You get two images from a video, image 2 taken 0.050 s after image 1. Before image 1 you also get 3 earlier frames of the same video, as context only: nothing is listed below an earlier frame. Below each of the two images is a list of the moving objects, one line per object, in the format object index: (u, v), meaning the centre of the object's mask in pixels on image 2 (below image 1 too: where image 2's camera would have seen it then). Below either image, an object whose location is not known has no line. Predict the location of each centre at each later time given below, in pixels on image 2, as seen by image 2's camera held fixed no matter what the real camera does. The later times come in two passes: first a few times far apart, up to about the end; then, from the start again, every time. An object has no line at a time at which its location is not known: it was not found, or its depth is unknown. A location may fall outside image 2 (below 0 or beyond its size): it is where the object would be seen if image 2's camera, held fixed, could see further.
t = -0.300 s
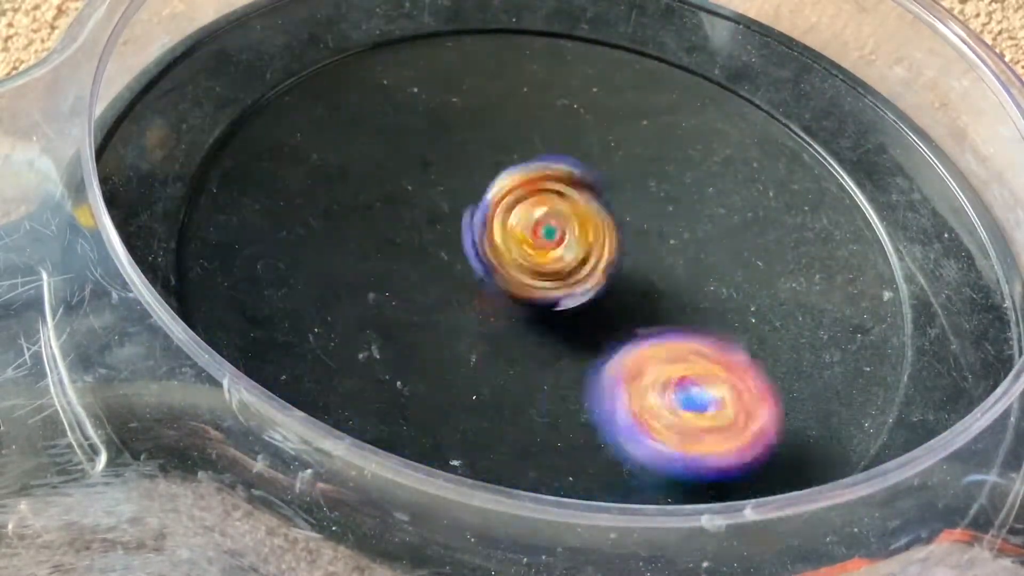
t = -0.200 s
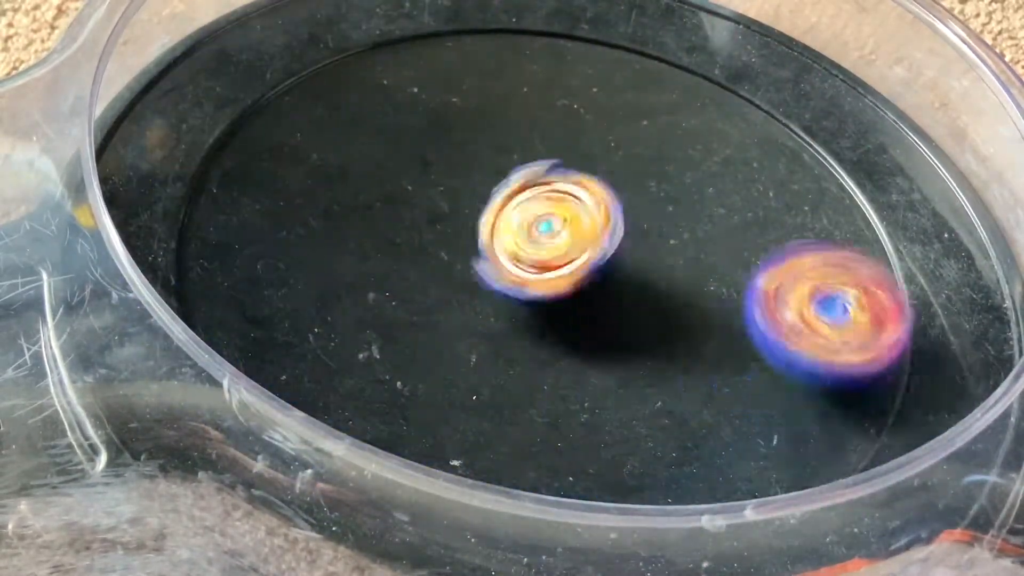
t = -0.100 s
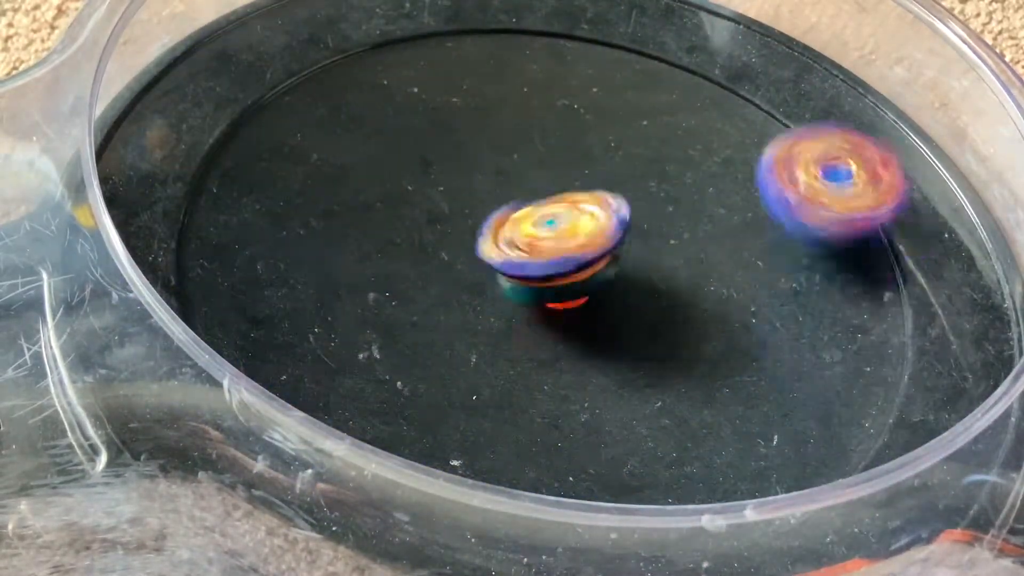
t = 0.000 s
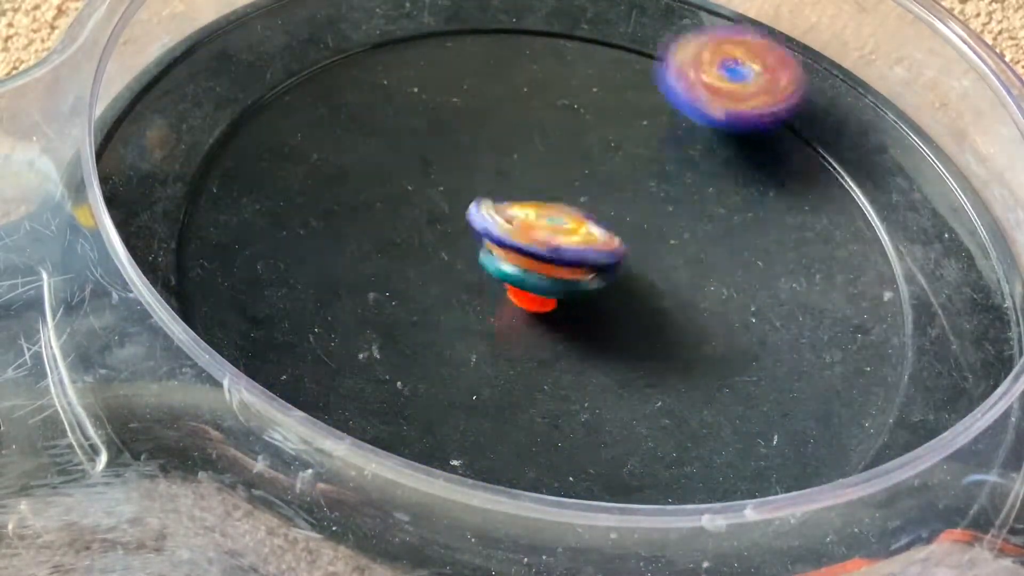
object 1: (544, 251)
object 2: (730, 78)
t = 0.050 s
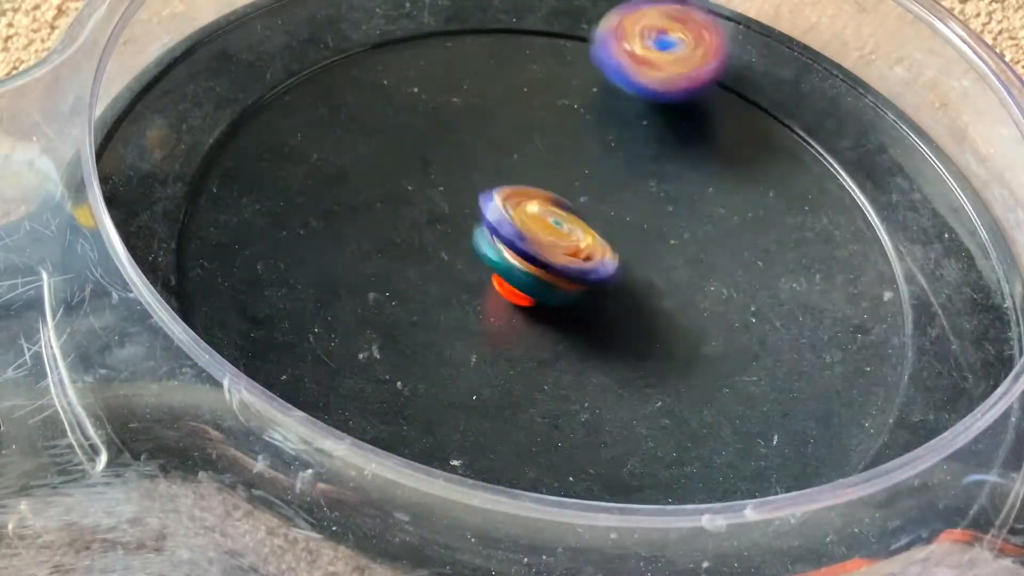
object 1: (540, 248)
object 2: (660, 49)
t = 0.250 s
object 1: (538, 233)
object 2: (396, 90)
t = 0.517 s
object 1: (532, 244)
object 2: (415, 347)
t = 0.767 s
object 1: (540, 242)
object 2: (692, 392)
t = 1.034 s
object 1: (542, 246)
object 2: (741, 236)
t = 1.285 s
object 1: (528, 252)
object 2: (551, 129)
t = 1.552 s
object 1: (529, 233)
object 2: (355, 177)
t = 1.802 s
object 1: (538, 242)
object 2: (401, 314)
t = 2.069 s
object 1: (536, 246)
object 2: (635, 335)
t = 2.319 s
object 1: (531, 251)
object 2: (695, 216)
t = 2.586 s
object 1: (533, 252)
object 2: (576, 136)
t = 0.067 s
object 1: (539, 245)
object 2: (636, 45)
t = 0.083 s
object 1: (540, 244)
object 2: (612, 42)
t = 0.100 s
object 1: (540, 242)
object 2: (586, 41)
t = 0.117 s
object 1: (540, 240)
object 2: (561, 40)
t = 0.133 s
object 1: (539, 238)
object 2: (535, 41)
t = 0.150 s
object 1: (539, 234)
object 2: (512, 44)
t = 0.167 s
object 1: (540, 233)
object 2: (490, 47)
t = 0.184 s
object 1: (539, 231)
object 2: (467, 51)
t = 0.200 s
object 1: (539, 232)
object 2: (447, 57)
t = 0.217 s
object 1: (538, 231)
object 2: (429, 67)
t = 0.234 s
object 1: (538, 233)
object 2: (412, 78)
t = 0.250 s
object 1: (538, 233)
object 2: (396, 90)
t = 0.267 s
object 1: (539, 234)
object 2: (381, 104)
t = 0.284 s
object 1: (538, 233)
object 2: (370, 120)
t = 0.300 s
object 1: (538, 234)
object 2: (360, 137)
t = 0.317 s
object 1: (540, 233)
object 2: (352, 151)
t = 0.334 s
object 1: (542, 235)
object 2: (344, 168)
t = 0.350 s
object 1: (545, 235)
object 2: (339, 186)
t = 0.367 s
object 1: (546, 239)
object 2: (336, 205)
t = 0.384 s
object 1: (543, 242)
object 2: (336, 225)
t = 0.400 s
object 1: (543, 244)
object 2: (339, 244)
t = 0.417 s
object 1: (542, 246)
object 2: (345, 261)
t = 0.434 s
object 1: (541, 248)
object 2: (354, 278)
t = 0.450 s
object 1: (538, 248)
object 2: (363, 291)
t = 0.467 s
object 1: (535, 247)
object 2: (374, 306)
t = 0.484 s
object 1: (536, 247)
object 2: (383, 319)
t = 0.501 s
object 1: (534, 246)
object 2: (399, 335)
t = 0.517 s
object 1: (532, 244)
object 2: (415, 347)
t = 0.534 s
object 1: (532, 242)
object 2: (434, 360)
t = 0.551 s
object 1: (531, 241)
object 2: (453, 373)
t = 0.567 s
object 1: (531, 241)
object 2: (472, 382)
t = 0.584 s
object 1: (533, 241)
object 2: (489, 386)
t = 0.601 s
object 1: (532, 242)
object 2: (506, 393)
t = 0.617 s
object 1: (534, 240)
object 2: (526, 399)
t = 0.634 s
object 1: (535, 239)
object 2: (548, 404)
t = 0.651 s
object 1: (535, 239)
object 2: (569, 407)
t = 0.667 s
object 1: (536, 240)
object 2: (590, 409)
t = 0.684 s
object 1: (538, 241)
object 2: (608, 408)
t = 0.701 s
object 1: (538, 241)
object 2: (625, 407)
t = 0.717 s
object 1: (537, 242)
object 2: (642, 404)
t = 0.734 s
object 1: (536, 241)
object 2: (660, 401)
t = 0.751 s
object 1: (536, 240)
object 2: (676, 397)
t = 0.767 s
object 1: (540, 242)
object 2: (692, 392)
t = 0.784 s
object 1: (542, 241)
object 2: (703, 386)
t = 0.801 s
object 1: (543, 242)
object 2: (715, 379)
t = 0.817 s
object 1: (544, 247)
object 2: (724, 371)
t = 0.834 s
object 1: (546, 249)
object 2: (733, 363)
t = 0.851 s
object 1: (546, 251)
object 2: (742, 355)
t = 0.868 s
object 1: (546, 252)
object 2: (749, 346)
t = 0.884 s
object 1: (544, 252)
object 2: (753, 338)
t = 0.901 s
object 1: (541, 252)
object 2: (756, 325)
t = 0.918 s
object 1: (541, 251)
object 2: (759, 315)
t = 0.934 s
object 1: (544, 252)
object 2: (760, 304)
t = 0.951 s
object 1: (543, 250)
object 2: (761, 293)
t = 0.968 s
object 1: (542, 249)
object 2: (761, 283)
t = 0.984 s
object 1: (543, 247)
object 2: (759, 272)
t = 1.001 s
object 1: (542, 247)
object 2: (753, 260)
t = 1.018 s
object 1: (543, 247)
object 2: (749, 248)
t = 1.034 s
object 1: (542, 246)
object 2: (741, 236)
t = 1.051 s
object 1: (540, 246)
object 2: (734, 226)
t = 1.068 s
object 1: (538, 247)
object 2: (727, 218)
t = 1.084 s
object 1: (536, 245)
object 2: (716, 207)
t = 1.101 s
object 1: (534, 244)
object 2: (705, 195)
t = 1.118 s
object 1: (531, 243)
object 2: (695, 186)
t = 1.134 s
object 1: (530, 241)
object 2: (682, 177)
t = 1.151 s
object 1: (528, 240)
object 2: (669, 170)
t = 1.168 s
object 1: (529, 243)
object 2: (657, 164)
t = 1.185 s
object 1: (527, 244)
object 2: (642, 156)
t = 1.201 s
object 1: (528, 248)
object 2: (628, 150)
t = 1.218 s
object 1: (528, 250)
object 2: (612, 144)
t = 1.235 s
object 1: (530, 251)
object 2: (596, 140)
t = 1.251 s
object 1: (532, 252)
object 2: (583, 137)
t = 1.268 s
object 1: (530, 253)
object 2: (567, 132)
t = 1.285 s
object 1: (528, 252)
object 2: (551, 129)
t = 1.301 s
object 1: (527, 251)
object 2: (535, 127)
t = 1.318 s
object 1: (527, 250)
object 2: (518, 125)
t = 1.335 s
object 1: (530, 250)
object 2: (504, 125)
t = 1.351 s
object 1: (532, 250)
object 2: (489, 123)
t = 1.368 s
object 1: (533, 250)
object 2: (474, 123)
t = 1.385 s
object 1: (534, 248)
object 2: (460, 124)
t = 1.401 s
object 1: (533, 248)
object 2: (445, 128)
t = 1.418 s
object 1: (534, 249)
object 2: (433, 132)
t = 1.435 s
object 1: (532, 248)
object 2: (421, 133)
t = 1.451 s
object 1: (529, 247)
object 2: (409, 137)
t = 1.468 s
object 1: (527, 244)
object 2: (397, 143)
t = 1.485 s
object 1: (527, 242)
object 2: (386, 150)
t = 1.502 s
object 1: (525, 240)
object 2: (376, 157)
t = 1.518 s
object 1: (525, 237)
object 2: (369, 161)
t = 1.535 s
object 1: (530, 236)
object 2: (362, 168)
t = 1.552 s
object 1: (529, 233)
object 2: (355, 177)
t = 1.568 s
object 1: (531, 238)
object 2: (348, 187)
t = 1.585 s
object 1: (532, 239)
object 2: (344, 196)
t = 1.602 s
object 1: (531, 240)
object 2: (340, 203)
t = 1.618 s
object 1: (530, 241)
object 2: (336, 213)
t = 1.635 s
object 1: (531, 241)
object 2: (336, 225)
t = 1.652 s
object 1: (534, 242)
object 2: (337, 237)
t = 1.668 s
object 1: (534, 242)
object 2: (342, 248)
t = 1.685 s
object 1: (533, 240)
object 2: (346, 257)
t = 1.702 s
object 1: (538, 242)
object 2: (350, 265)
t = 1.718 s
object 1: (539, 241)
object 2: (356, 275)
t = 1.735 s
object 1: (540, 240)
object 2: (365, 284)
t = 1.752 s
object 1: (543, 240)
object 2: (374, 291)
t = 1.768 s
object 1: (541, 242)
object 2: (380, 297)
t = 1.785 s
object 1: (539, 243)
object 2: (388, 306)
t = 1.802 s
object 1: (538, 242)
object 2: (401, 314)
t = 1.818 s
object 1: (537, 241)
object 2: (414, 324)
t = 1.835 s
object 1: (537, 238)
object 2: (429, 329)
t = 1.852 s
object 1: (536, 237)
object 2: (440, 333)
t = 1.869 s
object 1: (533, 237)
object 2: (454, 340)
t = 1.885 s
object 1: (531, 237)
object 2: (471, 347)
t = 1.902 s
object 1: (531, 235)
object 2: (490, 351)
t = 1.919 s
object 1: (532, 234)
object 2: (504, 352)
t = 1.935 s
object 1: (533, 234)
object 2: (520, 352)
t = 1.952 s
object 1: (535, 237)
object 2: (538, 354)
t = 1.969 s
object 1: (535, 238)
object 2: (555, 353)
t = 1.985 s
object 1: (535, 239)
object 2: (571, 351)
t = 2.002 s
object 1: (534, 240)
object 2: (583, 350)
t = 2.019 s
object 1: (536, 240)
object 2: (597, 347)
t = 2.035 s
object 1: (537, 243)
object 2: (613, 345)
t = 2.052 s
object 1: (537, 245)
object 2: (624, 341)
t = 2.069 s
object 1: (536, 246)
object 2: (635, 335)
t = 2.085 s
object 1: (535, 247)
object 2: (646, 329)
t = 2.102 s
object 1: (533, 248)
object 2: (658, 324)
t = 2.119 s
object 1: (532, 249)
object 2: (666, 317)
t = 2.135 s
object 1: (531, 249)
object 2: (672, 309)
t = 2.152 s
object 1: (529, 250)
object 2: (680, 301)
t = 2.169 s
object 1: (530, 250)
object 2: (687, 294)
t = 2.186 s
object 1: (530, 250)
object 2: (692, 286)
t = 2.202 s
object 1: (530, 250)
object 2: (695, 277)
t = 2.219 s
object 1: (530, 251)
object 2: (698, 267)
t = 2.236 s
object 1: (530, 251)
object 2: (701, 260)
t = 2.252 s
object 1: (530, 251)
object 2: (701, 251)
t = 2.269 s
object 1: (530, 251)
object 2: (700, 241)
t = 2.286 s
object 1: (531, 251)
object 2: (699, 232)
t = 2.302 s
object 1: (531, 251)
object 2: (698, 225)
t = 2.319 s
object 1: (531, 251)
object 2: (695, 216)
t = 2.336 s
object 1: (531, 251)
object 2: (690, 206)
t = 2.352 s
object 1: (531, 251)
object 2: (685, 198)
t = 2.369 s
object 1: (531, 251)
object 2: (682, 194)
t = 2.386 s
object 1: (532, 251)
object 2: (675, 186)
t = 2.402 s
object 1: (532, 251)
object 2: (668, 178)
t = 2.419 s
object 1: (532, 251)
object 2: (660, 173)
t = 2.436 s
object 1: (532, 251)
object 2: (654, 170)
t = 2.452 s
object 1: (533, 251)
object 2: (646, 163)
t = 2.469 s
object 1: (533, 251)
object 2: (638, 158)
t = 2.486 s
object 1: (533, 251)
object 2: (628, 153)
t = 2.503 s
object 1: (533, 252)
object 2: (622, 151)
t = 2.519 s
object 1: (533, 252)
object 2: (613, 146)
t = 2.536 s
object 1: (534, 252)
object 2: (604, 143)
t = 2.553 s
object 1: (533, 252)
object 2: (594, 141)
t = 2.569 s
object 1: (533, 252)
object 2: (587, 139)
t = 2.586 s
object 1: (533, 252)
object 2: (576, 136)
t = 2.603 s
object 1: (533, 252)
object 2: (567, 135)
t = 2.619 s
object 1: (533, 252)
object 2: (558, 136)
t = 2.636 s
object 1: (533, 252)
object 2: (550, 134)
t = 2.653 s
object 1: (533, 251)
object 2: (540, 133)
